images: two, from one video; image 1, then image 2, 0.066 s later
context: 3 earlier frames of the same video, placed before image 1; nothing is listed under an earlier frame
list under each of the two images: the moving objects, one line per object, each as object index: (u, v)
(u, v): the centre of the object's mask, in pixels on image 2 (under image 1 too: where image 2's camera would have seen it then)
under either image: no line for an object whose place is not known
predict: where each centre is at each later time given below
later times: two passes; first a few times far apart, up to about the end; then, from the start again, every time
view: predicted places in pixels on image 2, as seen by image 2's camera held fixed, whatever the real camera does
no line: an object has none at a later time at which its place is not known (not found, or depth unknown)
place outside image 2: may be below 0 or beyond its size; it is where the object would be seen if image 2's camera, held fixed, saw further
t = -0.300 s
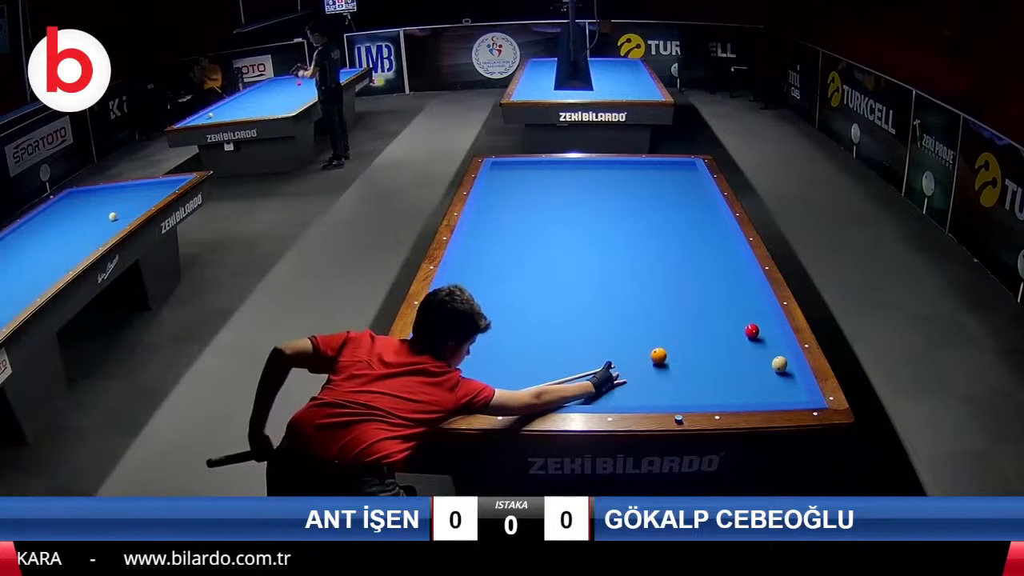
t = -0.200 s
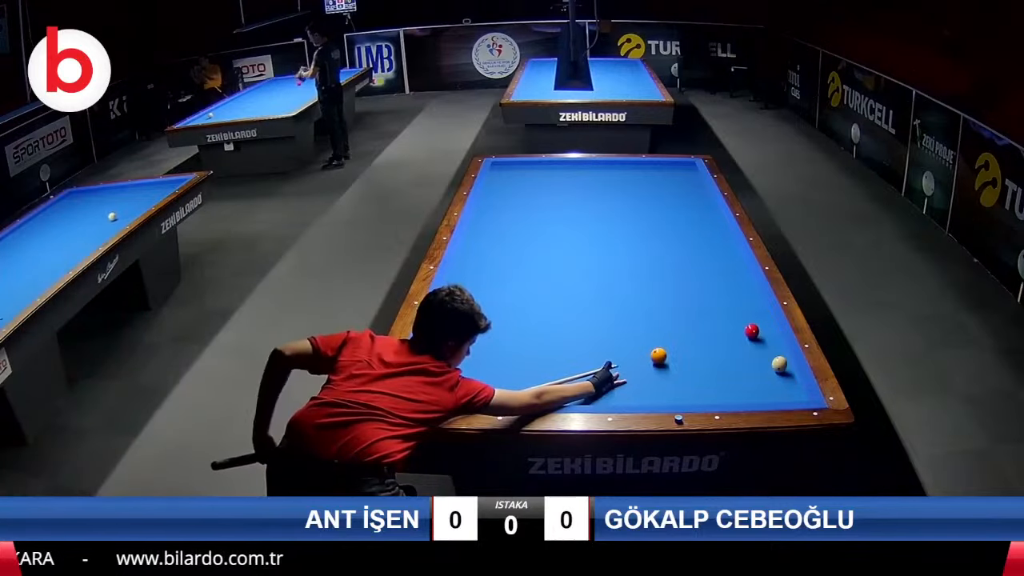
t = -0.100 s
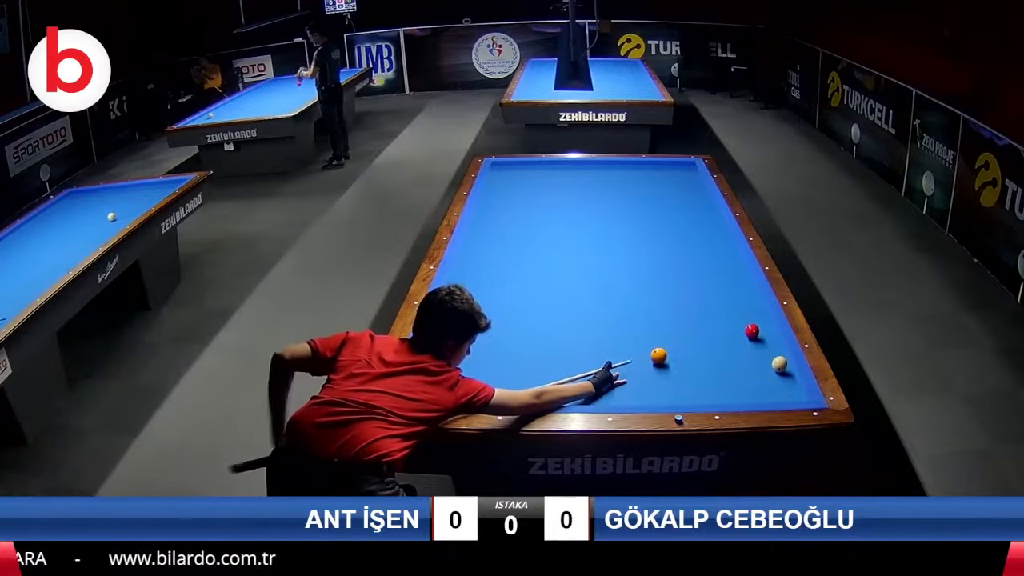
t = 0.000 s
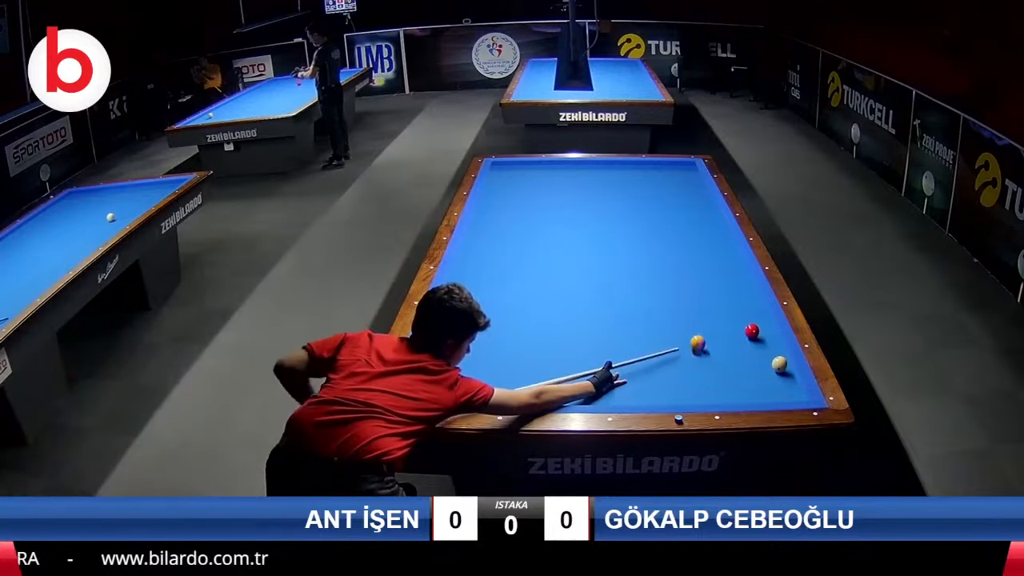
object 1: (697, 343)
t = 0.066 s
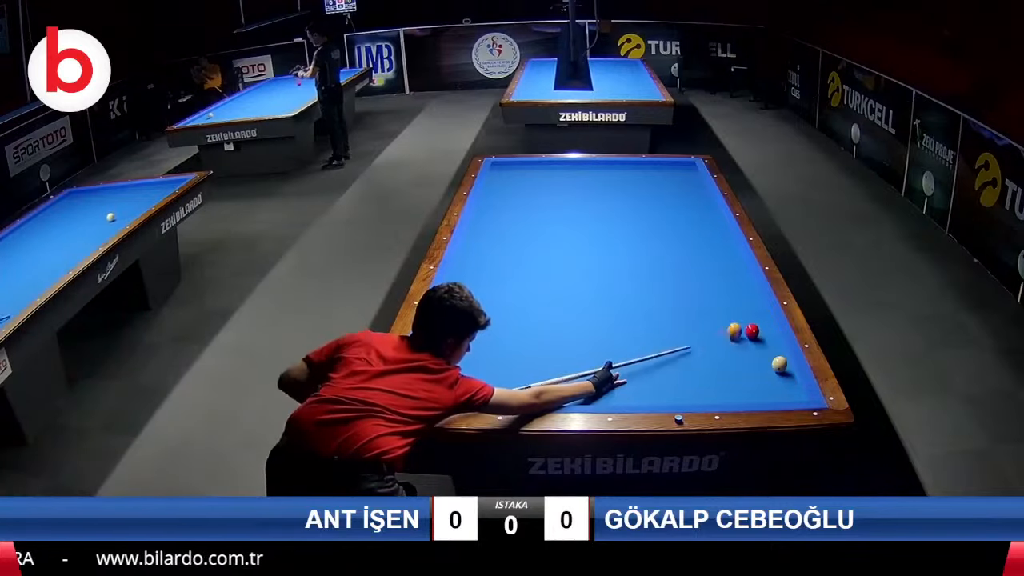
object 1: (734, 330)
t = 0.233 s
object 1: (747, 295)
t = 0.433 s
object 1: (727, 263)
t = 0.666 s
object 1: (697, 232)
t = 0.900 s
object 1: (672, 206)
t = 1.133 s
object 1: (650, 185)
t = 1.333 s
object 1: (633, 169)
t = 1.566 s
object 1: (613, 169)
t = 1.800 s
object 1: (587, 180)
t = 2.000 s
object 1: (565, 189)
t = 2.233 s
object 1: (537, 199)
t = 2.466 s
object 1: (507, 211)
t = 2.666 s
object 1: (480, 222)
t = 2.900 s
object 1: (483, 235)
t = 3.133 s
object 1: (496, 249)
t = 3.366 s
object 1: (510, 264)
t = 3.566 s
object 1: (523, 277)
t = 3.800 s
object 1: (540, 295)
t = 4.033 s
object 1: (558, 315)
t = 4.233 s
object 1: (575, 332)
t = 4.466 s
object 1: (596, 355)
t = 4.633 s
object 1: (612, 373)
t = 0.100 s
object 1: (739, 323)
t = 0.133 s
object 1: (740, 315)
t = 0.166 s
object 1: (742, 308)
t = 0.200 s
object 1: (744, 301)
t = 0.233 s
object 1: (747, 295)
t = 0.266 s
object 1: (749, 289)
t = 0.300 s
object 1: (750, 284)
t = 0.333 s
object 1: (744, 278)
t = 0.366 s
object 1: (738, 273)
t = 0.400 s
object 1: (732, 268)
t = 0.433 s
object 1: (727, 263)
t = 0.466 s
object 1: (723, 258)
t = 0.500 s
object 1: (718, 253)
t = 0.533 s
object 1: (713, 249)
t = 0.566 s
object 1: (709, 244)
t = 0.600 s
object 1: (705, 240)
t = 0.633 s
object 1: (701, 236)
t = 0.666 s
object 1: (697, 232)
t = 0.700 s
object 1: (693, 228)
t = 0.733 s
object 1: (689, 224)
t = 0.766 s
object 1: (686, 220)
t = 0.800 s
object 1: (682, 217)
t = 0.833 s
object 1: (679, 213)
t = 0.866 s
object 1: (675, 210)
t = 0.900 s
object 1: (672, 206)
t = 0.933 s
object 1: (668, 203)
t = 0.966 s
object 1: (665, 200)
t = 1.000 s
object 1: (661, 197)
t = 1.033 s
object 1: (658, 194)
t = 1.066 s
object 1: (655, 191)
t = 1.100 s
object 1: (653, 188)
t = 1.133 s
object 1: (650, 185)
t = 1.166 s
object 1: (647, 182)
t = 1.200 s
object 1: (644, 180)
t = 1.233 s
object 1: (642, 177)
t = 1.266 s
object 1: (639, 174)
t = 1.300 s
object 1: (636, 172)
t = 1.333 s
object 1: (633, 169)
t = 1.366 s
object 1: (631, 167)
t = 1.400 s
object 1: (628, 165)
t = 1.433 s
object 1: (626, 163)
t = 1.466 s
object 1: (623, 164)
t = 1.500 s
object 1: (619, 165)
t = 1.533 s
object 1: (616, 167)
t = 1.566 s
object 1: (613, 169)
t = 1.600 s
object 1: (609, 171)
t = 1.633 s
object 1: (606, 172)
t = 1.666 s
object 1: (602, 174)
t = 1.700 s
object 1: (598, 176)
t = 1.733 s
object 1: (595, 177)
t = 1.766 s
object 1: (591, 178)
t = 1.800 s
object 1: (587, 180)
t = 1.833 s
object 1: (584, 181)
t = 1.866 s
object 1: (580, 183)
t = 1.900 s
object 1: (577, 184)
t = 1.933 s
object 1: (573, 186)
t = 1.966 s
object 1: (569, 187)
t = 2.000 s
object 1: (565, 189)
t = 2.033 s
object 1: (561, 190)
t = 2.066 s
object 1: (558, 191)
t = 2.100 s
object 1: (554, 193)
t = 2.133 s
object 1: (550, 195)
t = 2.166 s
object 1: (545, 196)
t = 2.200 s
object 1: (541, 198)
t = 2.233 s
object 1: (537, 199)
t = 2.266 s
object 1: (533, 201)
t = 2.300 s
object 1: (529, 203)
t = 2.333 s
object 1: (525, 204)
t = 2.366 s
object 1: (520, 206)
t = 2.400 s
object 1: (516, 208)
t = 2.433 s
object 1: (512, 209)
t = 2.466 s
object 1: (507, 211)
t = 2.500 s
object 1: (503, 213)
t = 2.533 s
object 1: (498, 215)
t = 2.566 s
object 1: (493, 217)
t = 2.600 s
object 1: (489, 218)
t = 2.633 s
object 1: (484, 220)
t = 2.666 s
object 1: (480, 222)
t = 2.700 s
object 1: (475, 224)
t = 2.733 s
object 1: (473, 226)
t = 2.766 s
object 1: (475, 228)
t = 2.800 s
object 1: (477, 230)
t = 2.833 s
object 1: (479, 231)
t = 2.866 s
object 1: (481, 233)
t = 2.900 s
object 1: (483, 235)
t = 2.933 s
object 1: (485, 237)
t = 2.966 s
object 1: (486, 239)
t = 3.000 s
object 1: (488, 241)
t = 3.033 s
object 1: (490, 243)
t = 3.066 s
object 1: (492, 244)
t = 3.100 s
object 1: (494, 247)
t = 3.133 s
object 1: (496, 249)
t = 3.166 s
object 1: (498, 251)
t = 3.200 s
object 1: (500, 253)
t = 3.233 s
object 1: (502, 255)
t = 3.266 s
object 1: (504, 257)
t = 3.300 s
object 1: (506, 259)
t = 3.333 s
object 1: (508, 261)
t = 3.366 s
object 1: (510, 264)
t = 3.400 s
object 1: (512, 266)
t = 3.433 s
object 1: (514, 268)
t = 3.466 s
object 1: (517, 270)
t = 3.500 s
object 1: (519, 273)
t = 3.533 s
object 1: (521, 275)
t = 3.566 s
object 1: (523, 277)
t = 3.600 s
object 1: (525, 280)
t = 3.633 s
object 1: (528, 282)
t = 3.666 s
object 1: (530, 285)
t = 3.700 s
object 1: (532, 287)
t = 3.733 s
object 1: (535, 290)
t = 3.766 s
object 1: (537, 293)
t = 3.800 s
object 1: (540, 295)
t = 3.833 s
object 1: (542, 298)
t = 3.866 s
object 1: (545, 301)
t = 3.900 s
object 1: (547, 303)
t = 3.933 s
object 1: (550, 306)
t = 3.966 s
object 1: (553, 308)
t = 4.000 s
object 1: (555, 312)
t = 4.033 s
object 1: (558, 315)
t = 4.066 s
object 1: (560, 317)
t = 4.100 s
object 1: (563, 320)
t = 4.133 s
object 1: (566, 323)
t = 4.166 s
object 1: (569, 326)
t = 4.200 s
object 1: (572, 329)
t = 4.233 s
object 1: (575, 332)
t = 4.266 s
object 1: (578, 336)
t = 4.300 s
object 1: (581, 339)
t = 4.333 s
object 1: (584, 342)
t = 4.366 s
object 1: (587, 345)
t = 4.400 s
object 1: (590, 349)
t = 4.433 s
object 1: (593, 352)
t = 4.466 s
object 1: (596, 355)
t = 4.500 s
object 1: (599, 359)
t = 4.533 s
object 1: (602, 362)
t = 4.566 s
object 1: (606, 365)
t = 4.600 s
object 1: (609, 369)
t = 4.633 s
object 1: (612, 373)
